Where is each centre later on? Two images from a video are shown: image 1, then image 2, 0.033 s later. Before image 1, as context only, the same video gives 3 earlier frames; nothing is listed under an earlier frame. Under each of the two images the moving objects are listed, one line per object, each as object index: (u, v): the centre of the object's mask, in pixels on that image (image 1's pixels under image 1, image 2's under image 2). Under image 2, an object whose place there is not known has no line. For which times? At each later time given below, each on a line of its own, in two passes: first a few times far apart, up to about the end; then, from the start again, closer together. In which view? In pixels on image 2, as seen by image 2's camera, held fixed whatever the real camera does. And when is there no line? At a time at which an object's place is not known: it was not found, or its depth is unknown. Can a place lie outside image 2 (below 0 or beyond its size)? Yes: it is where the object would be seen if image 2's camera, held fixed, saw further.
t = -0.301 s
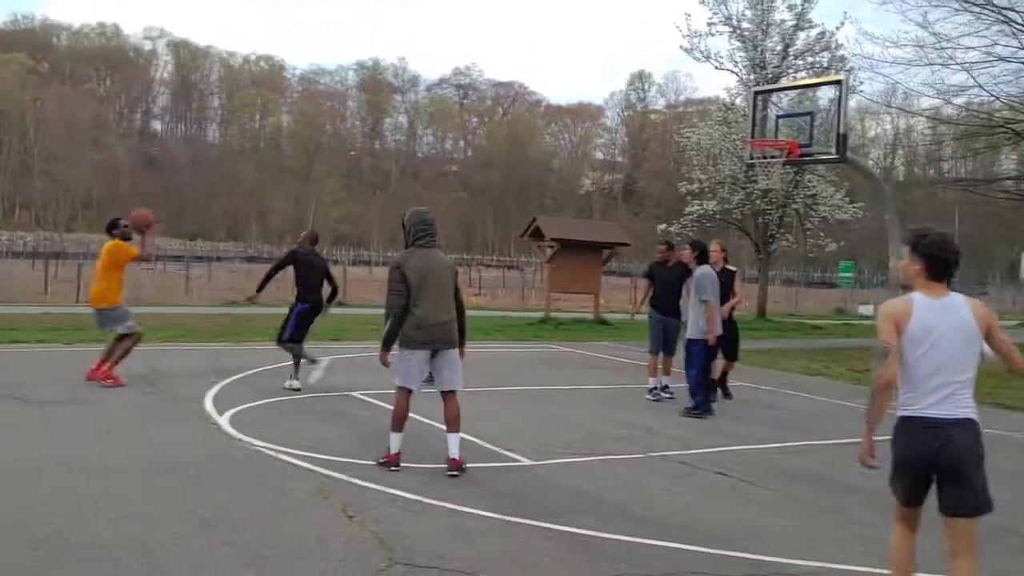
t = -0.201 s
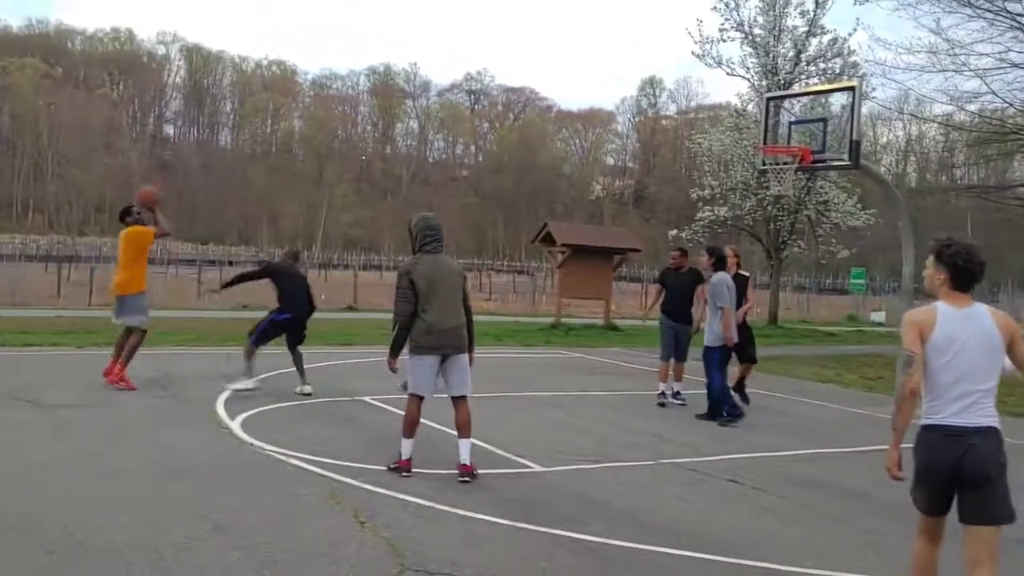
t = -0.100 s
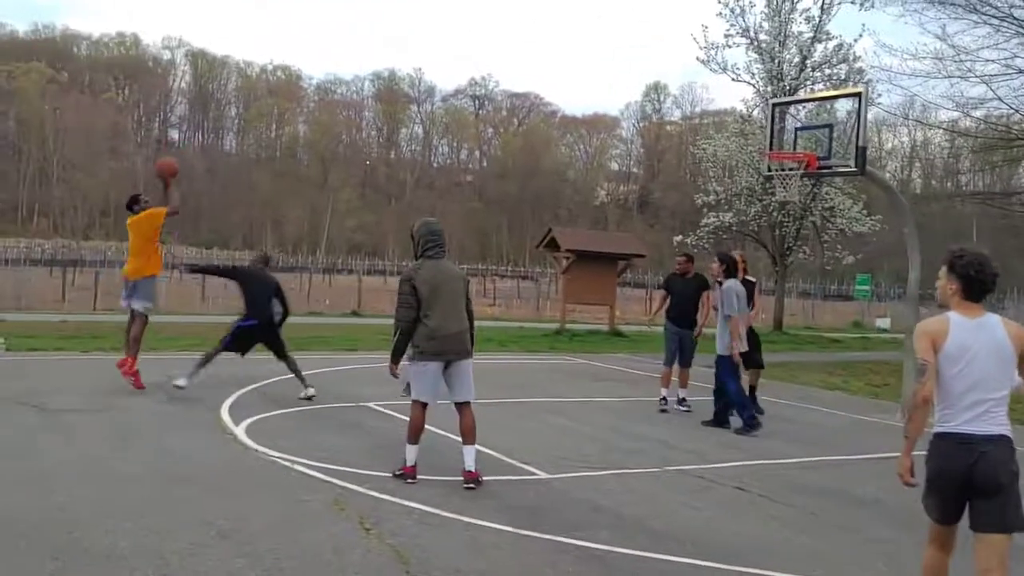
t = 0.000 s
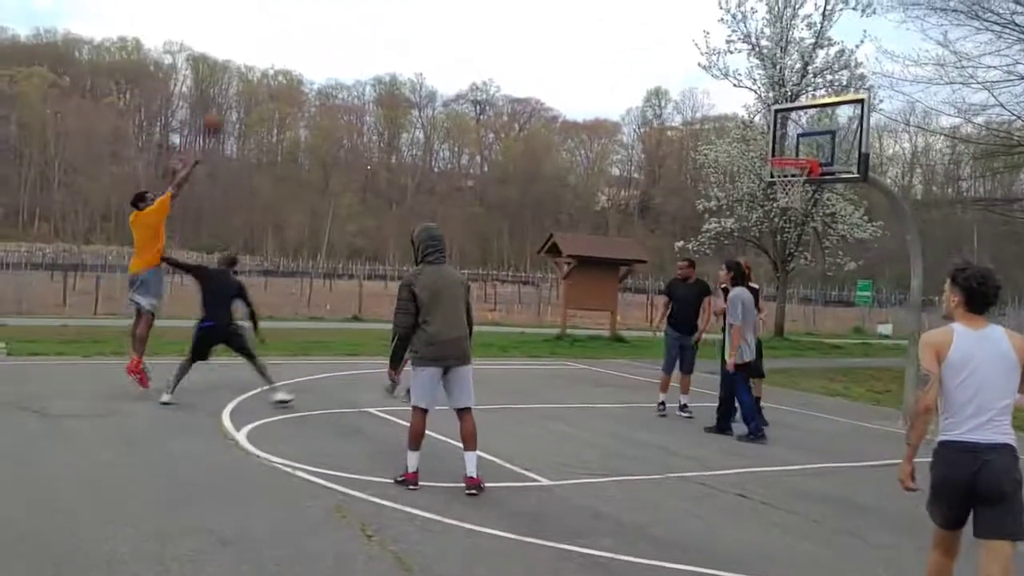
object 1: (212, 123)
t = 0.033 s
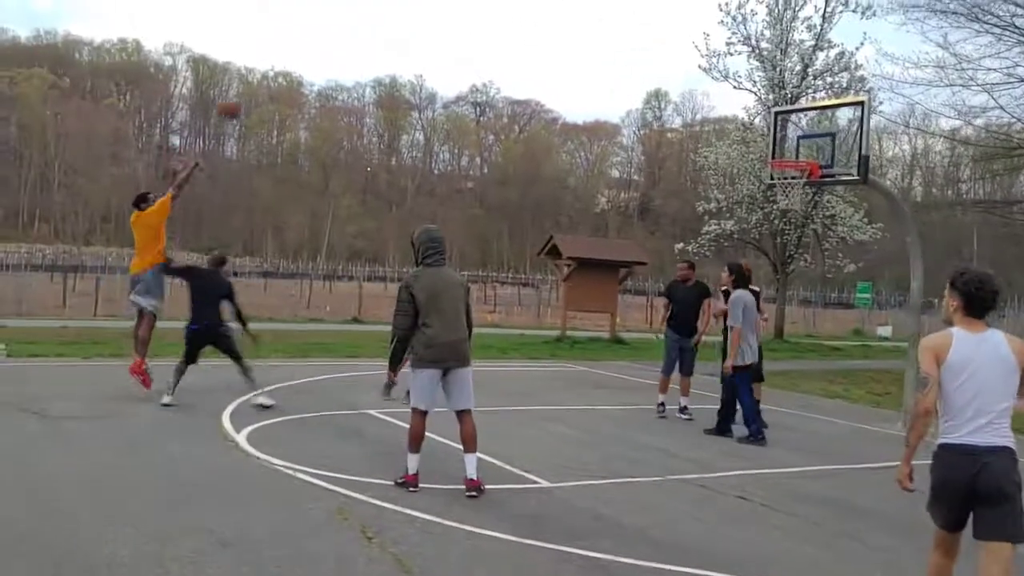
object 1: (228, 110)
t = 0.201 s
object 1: (322, 42)
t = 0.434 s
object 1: (444, -8)
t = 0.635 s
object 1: (543, -12)
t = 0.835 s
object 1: (638, 18)
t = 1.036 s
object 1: (732, 81)
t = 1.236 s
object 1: (797, 149)
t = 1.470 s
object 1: (742, 109)
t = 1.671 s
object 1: (682, 113)
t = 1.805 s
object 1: (635, 141)
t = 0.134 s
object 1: (286, 67)
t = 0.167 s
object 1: (304, 53)
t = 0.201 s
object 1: (322, 42)
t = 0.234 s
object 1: (340, 32)
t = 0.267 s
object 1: (357, 23)
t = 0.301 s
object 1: (375, 15)
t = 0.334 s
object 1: (392, 8)
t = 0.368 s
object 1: (410, 1)
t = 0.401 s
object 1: (427, -4)
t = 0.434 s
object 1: (444, -8)
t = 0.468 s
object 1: (460, -11)
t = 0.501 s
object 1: (477, -13)
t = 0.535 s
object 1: (494, -15)
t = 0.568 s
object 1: (510, -14)
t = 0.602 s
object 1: (527, -14)
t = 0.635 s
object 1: (543, -12)
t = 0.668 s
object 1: (559, -10)
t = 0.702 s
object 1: (575, -6)
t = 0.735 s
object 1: (590, -1)
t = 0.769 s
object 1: (606, 4)
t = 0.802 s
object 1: (622, 10)
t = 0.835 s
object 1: (638, 18)
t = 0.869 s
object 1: (654, 26)
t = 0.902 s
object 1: (670, 35)
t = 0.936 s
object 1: (686, 46)
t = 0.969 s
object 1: (701, 57)
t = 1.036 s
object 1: (732, 81)
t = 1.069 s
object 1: (748, 95)
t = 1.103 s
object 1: (763, 110)
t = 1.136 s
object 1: (777, 125)
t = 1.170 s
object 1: (791, 142)
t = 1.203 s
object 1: (804, 155)
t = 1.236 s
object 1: (797, 149)
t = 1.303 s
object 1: (783, 133)
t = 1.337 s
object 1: (775, 128)
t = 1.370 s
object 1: (768, 122)
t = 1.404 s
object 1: (760, 117)
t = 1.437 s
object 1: (752, 113)
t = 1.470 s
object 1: (742, 109)
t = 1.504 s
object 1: (733, 107)
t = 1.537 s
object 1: (724, 106)
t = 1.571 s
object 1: (714, 106)
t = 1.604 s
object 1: (704, 107)
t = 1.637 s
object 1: (693, 109)
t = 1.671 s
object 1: (682, 113)
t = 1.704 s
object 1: (671, 118)
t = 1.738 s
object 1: (659, 125)
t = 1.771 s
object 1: (647, 133)
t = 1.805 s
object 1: (635, 141)
